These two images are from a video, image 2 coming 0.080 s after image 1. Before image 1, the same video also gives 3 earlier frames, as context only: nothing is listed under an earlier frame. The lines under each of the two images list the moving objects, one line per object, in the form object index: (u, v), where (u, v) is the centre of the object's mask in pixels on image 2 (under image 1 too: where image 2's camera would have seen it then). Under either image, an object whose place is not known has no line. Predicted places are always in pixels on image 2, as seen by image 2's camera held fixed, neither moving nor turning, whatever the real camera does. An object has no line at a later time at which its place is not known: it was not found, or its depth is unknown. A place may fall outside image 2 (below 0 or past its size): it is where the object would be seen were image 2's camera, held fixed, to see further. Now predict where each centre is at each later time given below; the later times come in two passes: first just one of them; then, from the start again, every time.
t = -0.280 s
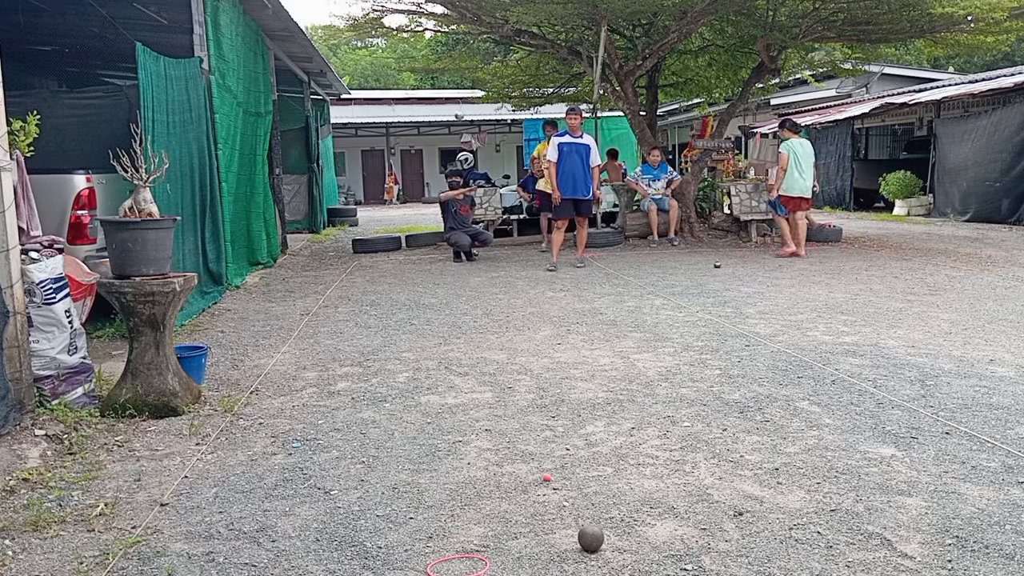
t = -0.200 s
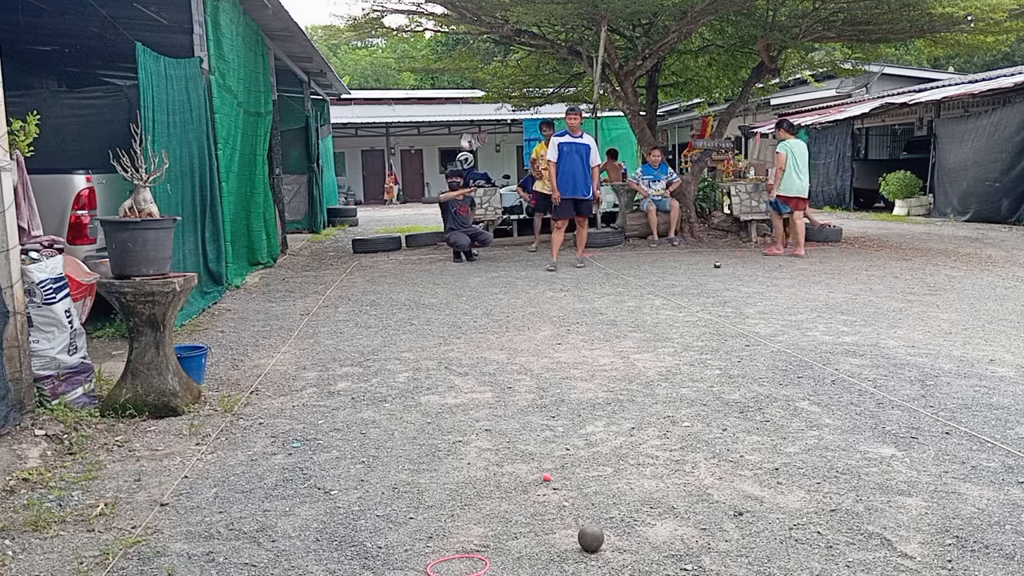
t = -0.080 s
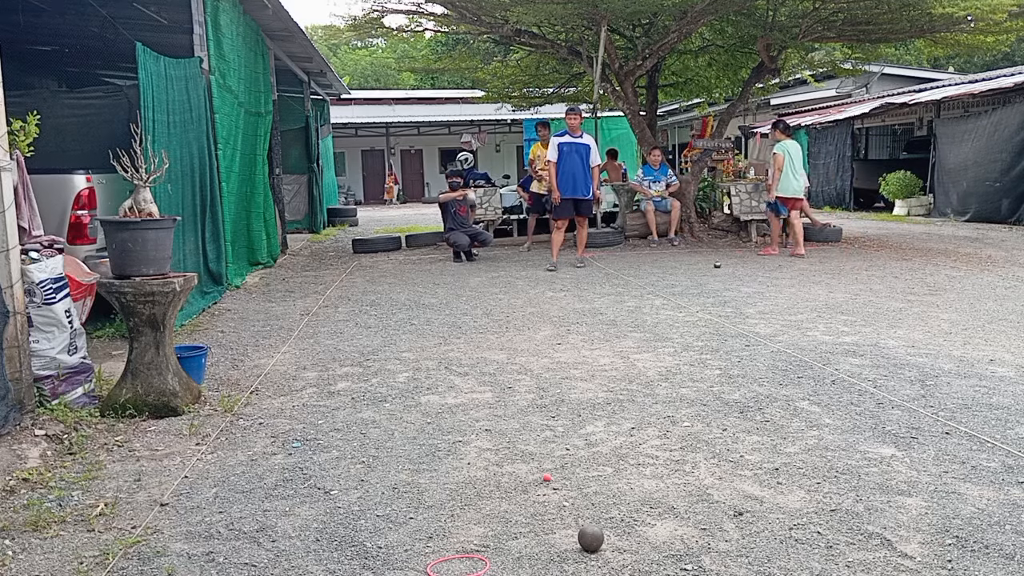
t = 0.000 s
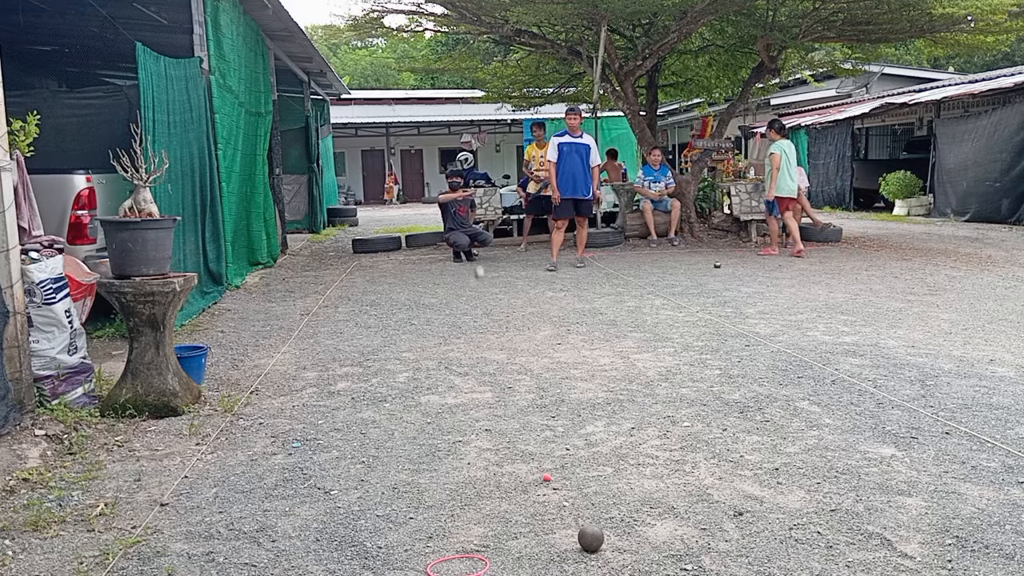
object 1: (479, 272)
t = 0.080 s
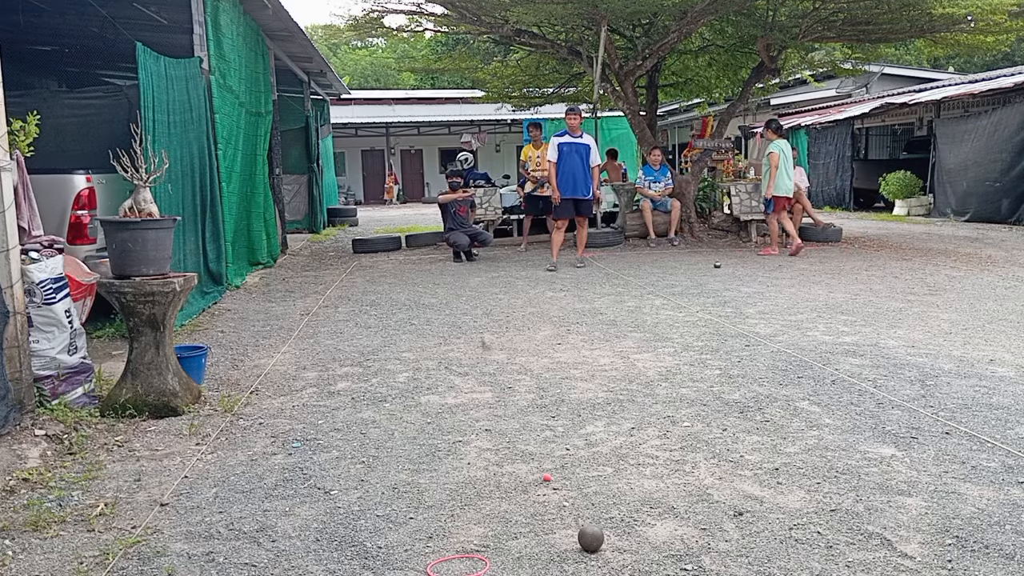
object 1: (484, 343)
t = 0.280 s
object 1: (500, 359)
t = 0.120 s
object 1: (488, 349)
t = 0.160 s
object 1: (490, 346)
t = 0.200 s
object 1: (495, 348)
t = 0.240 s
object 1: (498, 352)
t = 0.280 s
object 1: (500, 359)
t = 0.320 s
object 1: (503, 364)
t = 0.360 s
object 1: (505, 365)
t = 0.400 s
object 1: (507, 367)
